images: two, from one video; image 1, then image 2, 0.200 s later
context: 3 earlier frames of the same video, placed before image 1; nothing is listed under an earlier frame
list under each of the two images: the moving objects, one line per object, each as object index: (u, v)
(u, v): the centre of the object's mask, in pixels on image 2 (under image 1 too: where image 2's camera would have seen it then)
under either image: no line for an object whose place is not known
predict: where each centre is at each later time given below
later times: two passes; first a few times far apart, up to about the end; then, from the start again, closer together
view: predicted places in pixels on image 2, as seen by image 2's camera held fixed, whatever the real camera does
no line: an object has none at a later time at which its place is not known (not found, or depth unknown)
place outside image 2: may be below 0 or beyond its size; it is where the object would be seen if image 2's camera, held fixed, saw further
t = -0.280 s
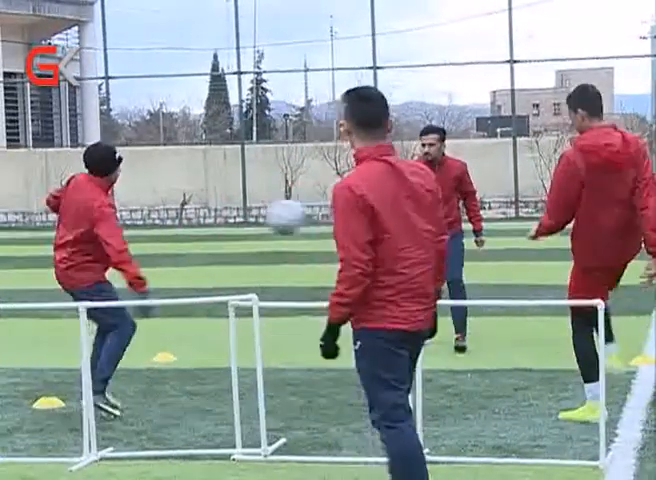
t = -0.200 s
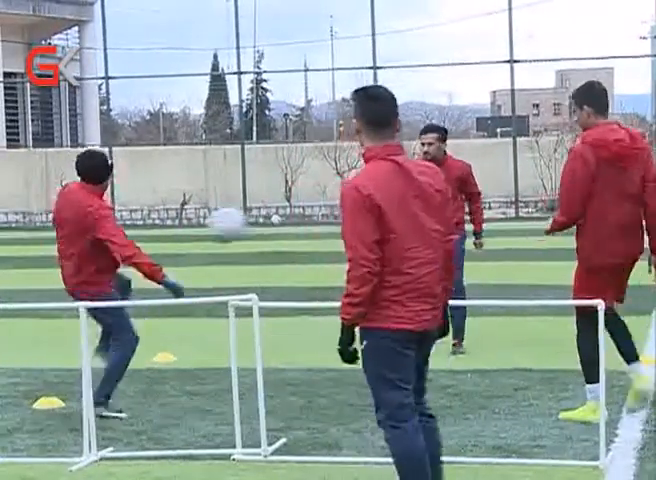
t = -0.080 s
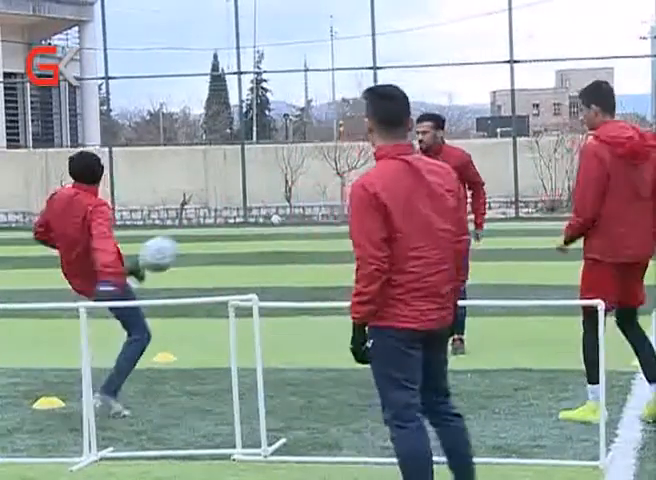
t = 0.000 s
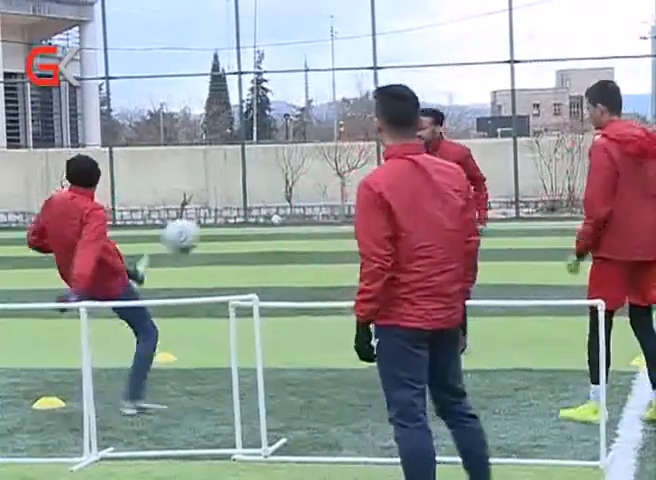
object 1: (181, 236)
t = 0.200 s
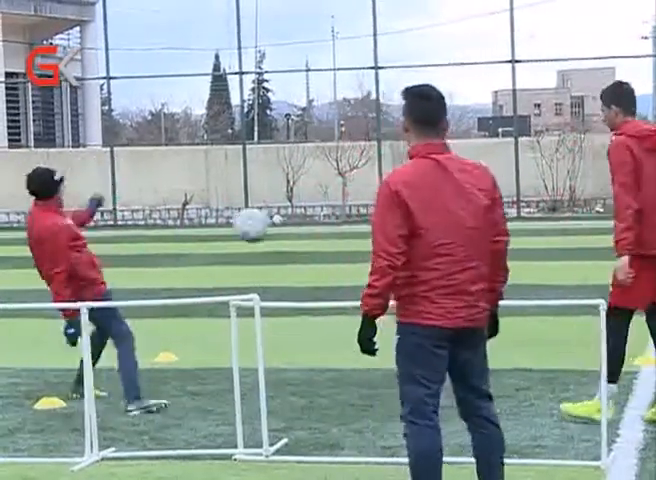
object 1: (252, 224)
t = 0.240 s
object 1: (265, 230)
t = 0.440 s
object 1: (336, 289)
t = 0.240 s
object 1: (265, 230)
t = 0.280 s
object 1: (278, 236)
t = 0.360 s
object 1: (307, 259)
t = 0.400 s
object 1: (320, 273)
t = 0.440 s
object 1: (336, 289)
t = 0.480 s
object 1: (351, 312)
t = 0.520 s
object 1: (364, 334)
